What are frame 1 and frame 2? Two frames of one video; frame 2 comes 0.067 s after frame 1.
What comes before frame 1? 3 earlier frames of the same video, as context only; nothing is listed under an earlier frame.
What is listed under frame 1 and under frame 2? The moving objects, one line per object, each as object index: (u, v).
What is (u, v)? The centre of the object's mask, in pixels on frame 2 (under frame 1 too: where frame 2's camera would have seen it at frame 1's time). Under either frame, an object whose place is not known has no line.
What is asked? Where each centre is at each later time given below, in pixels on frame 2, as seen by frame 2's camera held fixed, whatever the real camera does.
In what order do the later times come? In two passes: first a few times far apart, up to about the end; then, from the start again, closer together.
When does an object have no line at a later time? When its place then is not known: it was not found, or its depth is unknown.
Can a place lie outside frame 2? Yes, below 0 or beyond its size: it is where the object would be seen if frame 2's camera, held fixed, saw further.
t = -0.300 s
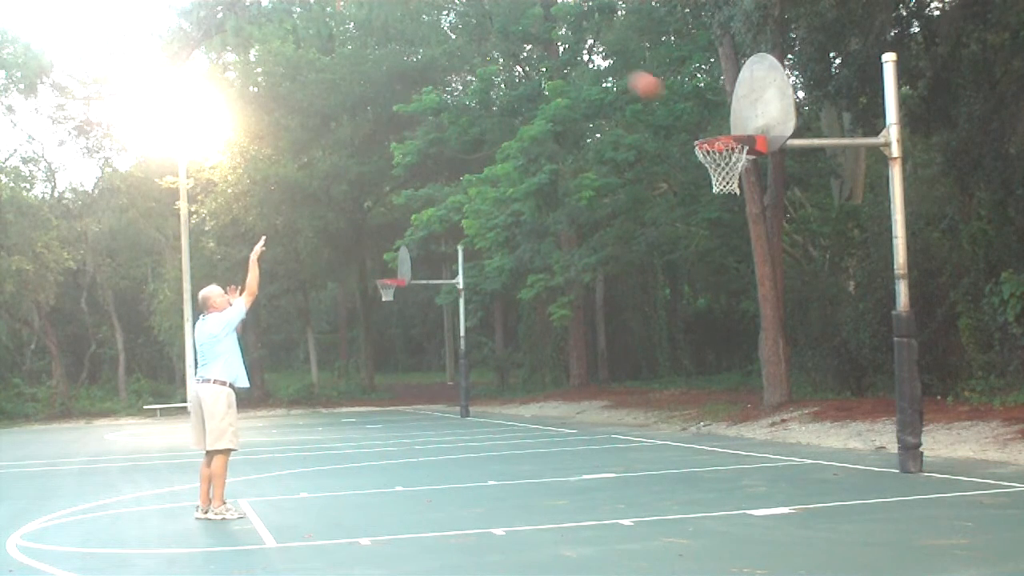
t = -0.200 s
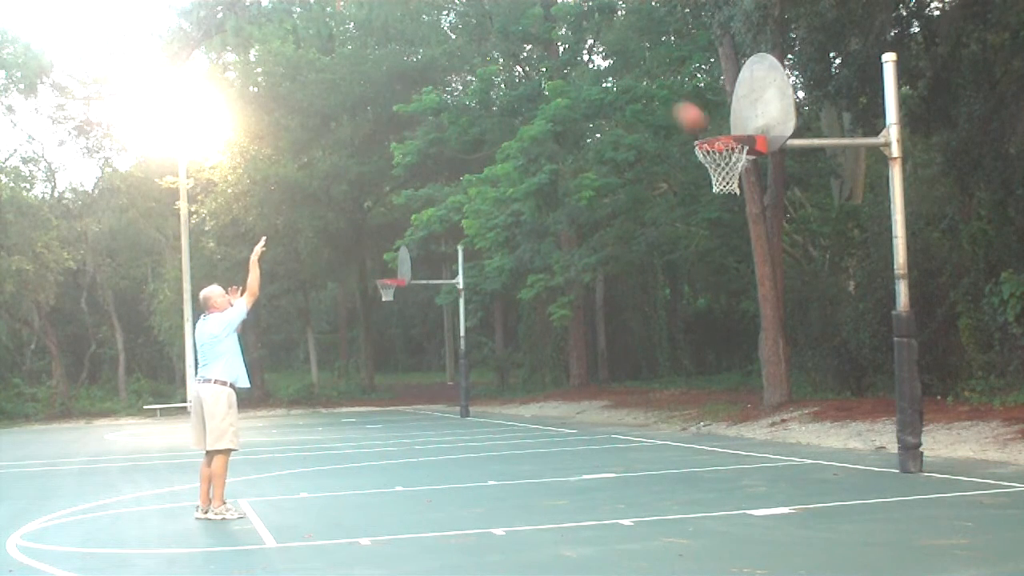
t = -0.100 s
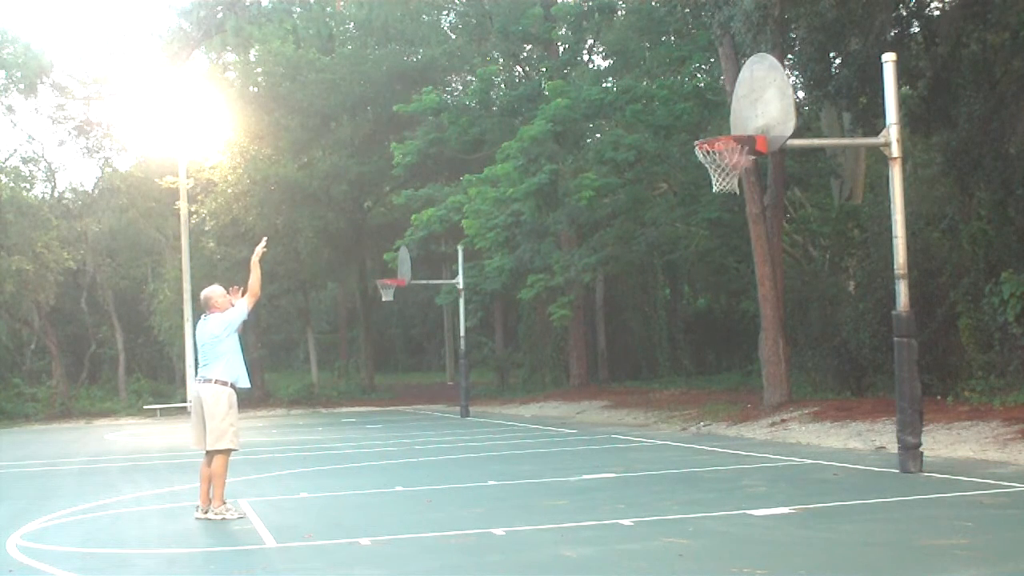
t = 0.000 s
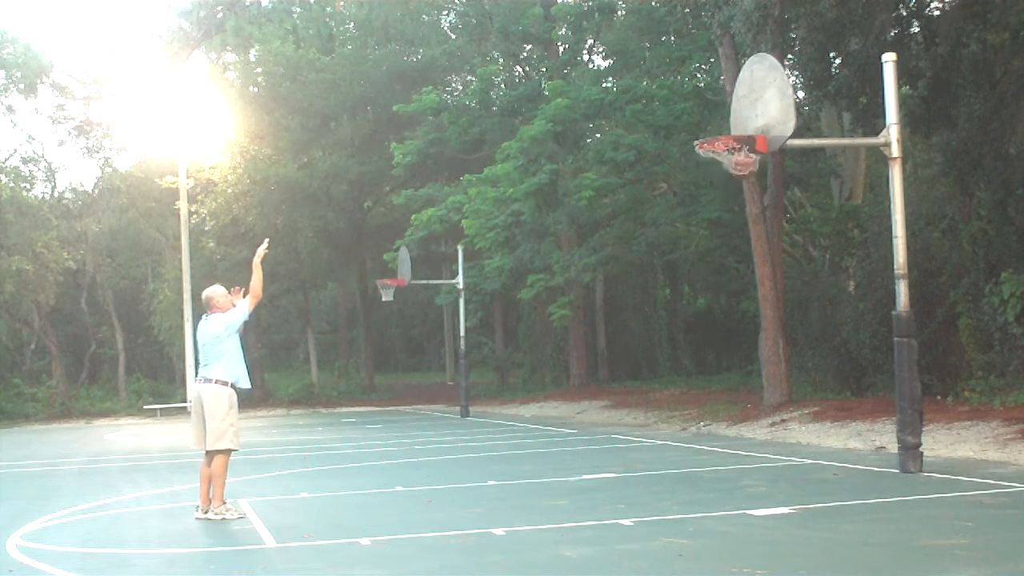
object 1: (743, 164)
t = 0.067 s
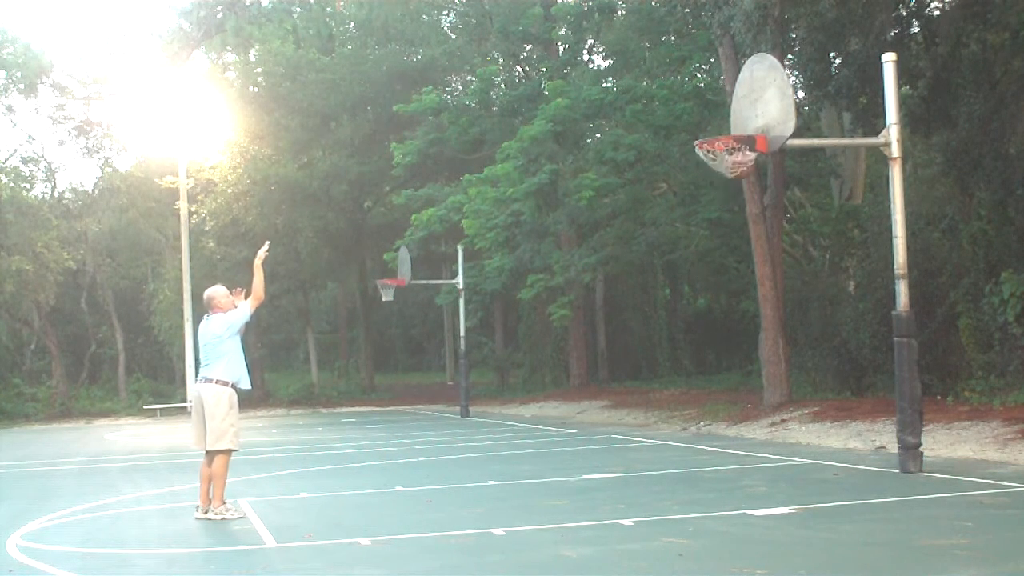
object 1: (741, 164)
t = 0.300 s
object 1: (734, 206)
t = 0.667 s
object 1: (733, 402)
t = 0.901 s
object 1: (717, 397)
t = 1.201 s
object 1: (686, 314)
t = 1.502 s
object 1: (659, 328)
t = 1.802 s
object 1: (638, 452)
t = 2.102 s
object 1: (608, 399)
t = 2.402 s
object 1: (580, 390)
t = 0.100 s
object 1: (741, 166)
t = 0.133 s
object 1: (739, 173)
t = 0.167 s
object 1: (737, 173)
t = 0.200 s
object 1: (737, 182)
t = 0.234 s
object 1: (737, 191)
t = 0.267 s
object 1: (735, 197)
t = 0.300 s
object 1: (734, 206)
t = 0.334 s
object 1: (734, 217)
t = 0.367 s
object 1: (733, 229)
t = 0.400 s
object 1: (733, 243)
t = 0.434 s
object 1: (733, 258)
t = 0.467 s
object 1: (733, 275)
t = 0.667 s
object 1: (733, 402)
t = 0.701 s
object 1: (732, 426)
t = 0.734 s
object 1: (733, 457)
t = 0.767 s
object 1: (732, 469)
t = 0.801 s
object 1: (729, 451)
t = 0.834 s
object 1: (725, 431)
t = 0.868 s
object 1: (720, 413)
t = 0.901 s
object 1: (717, 397)
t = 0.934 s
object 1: (714, 384)
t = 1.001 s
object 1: (707, 359)
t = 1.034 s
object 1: (703, 350)
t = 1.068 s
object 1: (700, 340)
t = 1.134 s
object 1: (693, 325)
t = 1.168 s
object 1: (690, 319)
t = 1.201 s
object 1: (686, 314)
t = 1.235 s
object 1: (684, 311)
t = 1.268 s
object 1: (680, 309)
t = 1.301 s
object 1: (677, 308)
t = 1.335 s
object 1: (674, 309)
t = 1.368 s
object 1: (671, 310)
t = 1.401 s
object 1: (669, 313)
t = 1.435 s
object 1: (666, 317)
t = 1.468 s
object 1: (662, 322)
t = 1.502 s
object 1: (659, 328)
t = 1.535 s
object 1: (657, 336)
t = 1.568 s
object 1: (654, 346)
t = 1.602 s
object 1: (651, 357)
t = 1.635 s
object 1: (649, 368)
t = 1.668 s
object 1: (646, 381)
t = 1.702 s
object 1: (644, 396)
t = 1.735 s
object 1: (641, 412)
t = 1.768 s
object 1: (639, 430)
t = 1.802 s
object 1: (638, 452)
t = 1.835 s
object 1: (634, 473)
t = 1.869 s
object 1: (632, 479)
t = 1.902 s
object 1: (628, 463)
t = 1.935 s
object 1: (625, 450)
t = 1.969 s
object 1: (621, 437)
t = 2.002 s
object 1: (616, 425)
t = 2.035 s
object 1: (614, 416)
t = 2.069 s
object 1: (611, 406)
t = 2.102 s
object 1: (608, 399)
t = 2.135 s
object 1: (604, 393)
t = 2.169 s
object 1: (601, 389)
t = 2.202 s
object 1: (598, 385)
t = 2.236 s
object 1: (595, 382)
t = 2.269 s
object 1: (592, 381)
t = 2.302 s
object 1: (589, 381)
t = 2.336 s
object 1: (586, 383)
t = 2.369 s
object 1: (583, 385)
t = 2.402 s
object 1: (580, 390)
